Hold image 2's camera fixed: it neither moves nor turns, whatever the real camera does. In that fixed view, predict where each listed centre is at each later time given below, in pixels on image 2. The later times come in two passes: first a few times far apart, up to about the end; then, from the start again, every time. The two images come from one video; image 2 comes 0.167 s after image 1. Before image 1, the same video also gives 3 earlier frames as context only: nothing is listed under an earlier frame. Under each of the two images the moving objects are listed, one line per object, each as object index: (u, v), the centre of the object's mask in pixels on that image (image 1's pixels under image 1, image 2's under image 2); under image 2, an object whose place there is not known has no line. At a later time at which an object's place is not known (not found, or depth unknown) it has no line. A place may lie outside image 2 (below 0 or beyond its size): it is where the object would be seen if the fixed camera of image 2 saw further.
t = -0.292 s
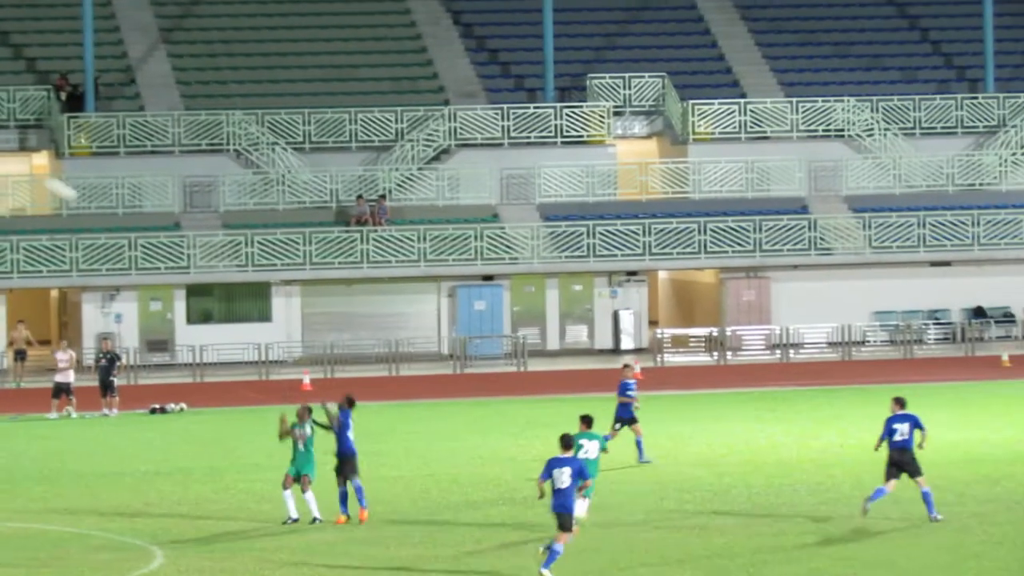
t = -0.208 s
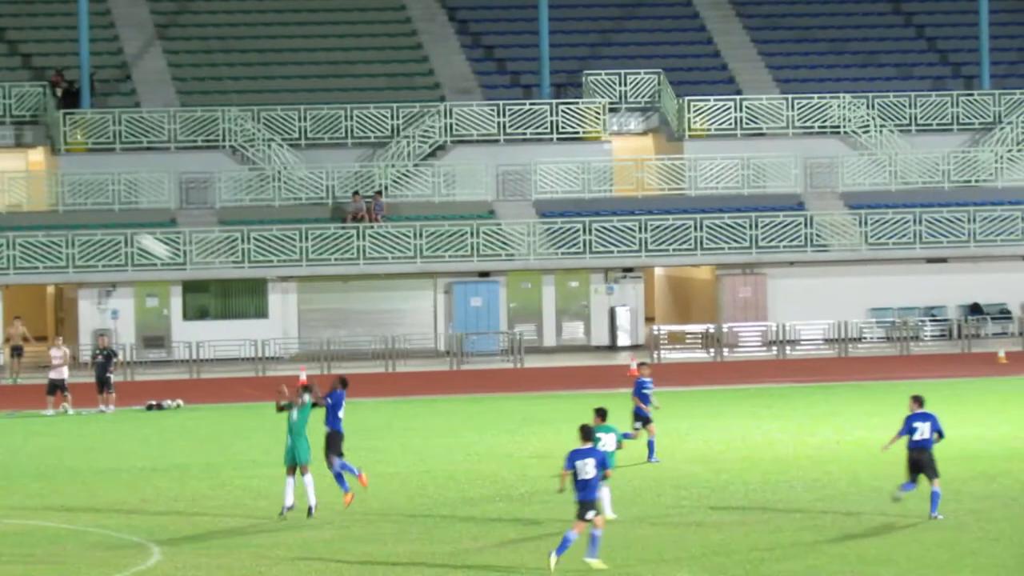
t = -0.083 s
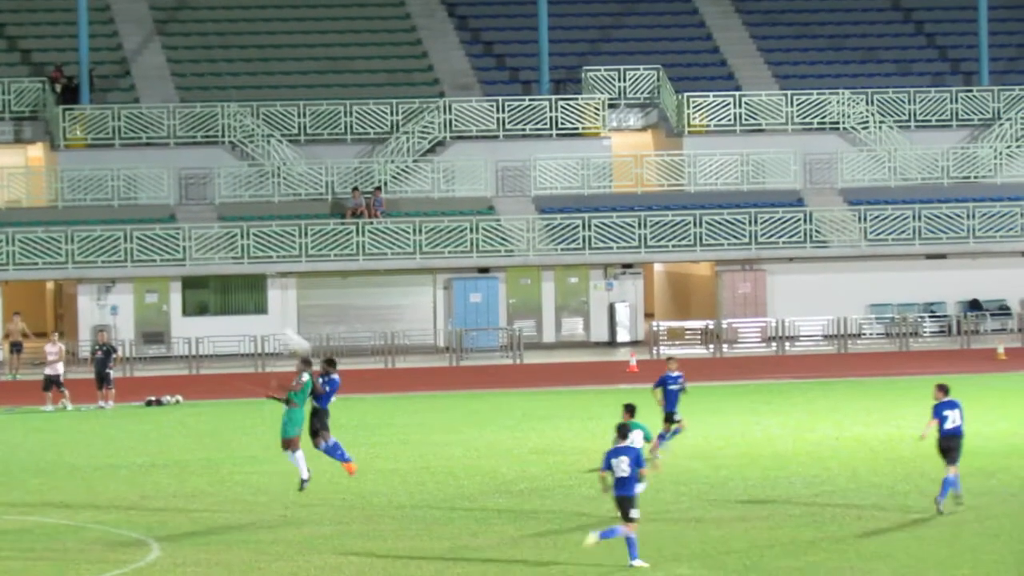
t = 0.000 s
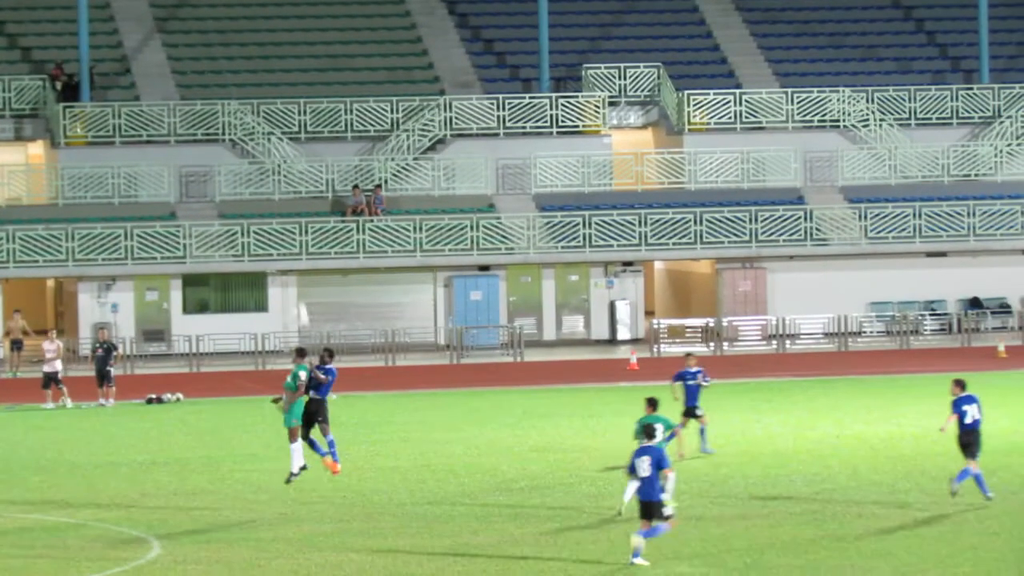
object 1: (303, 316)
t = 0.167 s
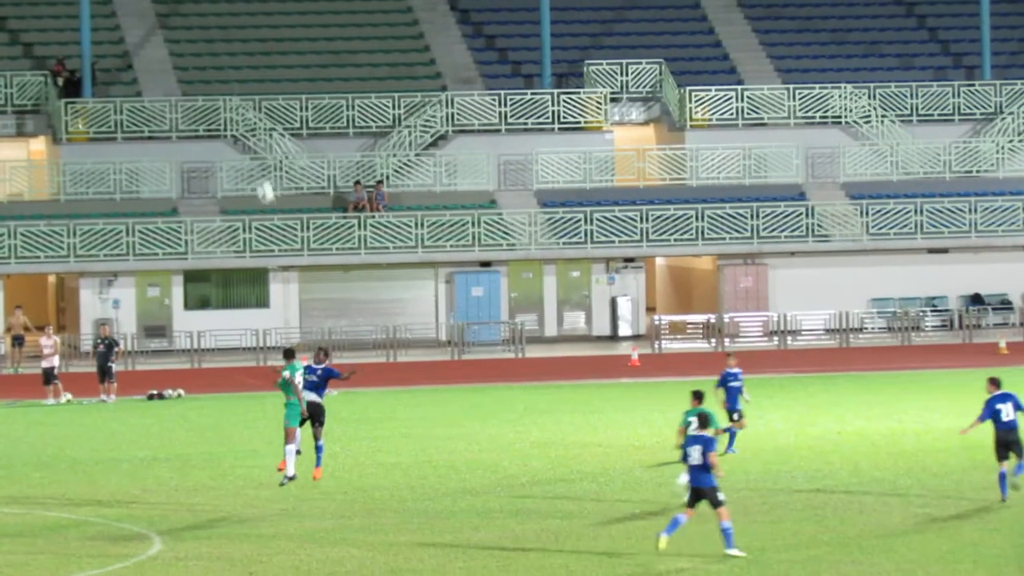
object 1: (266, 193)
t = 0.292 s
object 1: (238, 117)
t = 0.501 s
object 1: (191, 17)
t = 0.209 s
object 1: (256, 165)
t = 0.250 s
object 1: (247, 141)
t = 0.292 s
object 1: (238, 117)
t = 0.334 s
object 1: (228, 92)
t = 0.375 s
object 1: (219, 71)
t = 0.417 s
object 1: (210, 52)
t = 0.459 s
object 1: (201, 33)
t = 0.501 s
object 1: (191, 17)
